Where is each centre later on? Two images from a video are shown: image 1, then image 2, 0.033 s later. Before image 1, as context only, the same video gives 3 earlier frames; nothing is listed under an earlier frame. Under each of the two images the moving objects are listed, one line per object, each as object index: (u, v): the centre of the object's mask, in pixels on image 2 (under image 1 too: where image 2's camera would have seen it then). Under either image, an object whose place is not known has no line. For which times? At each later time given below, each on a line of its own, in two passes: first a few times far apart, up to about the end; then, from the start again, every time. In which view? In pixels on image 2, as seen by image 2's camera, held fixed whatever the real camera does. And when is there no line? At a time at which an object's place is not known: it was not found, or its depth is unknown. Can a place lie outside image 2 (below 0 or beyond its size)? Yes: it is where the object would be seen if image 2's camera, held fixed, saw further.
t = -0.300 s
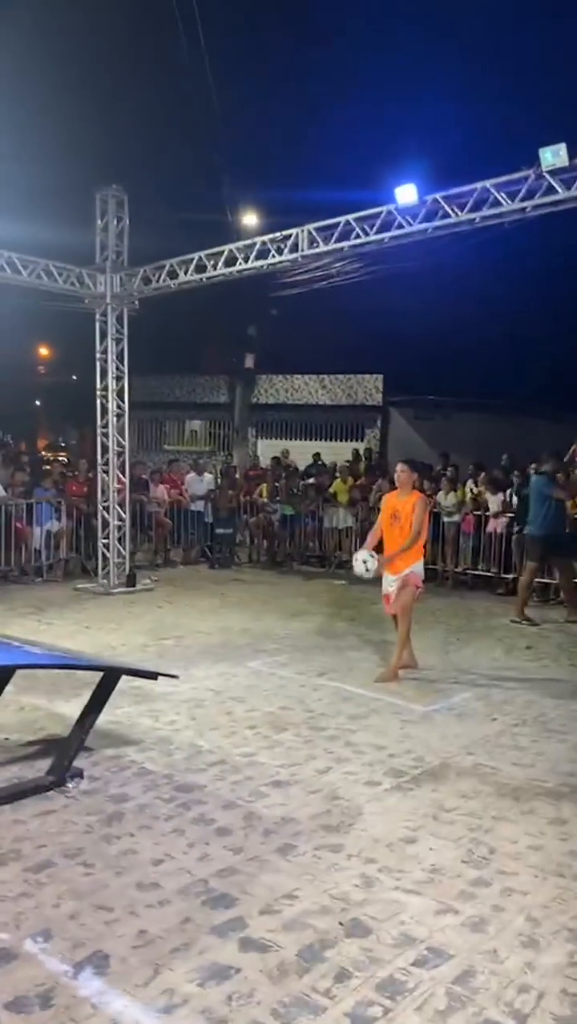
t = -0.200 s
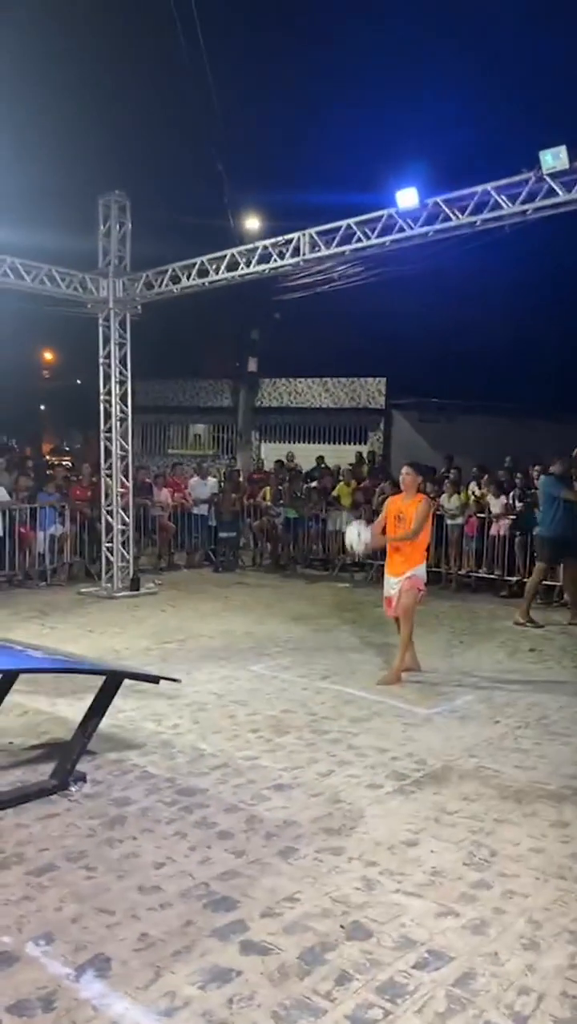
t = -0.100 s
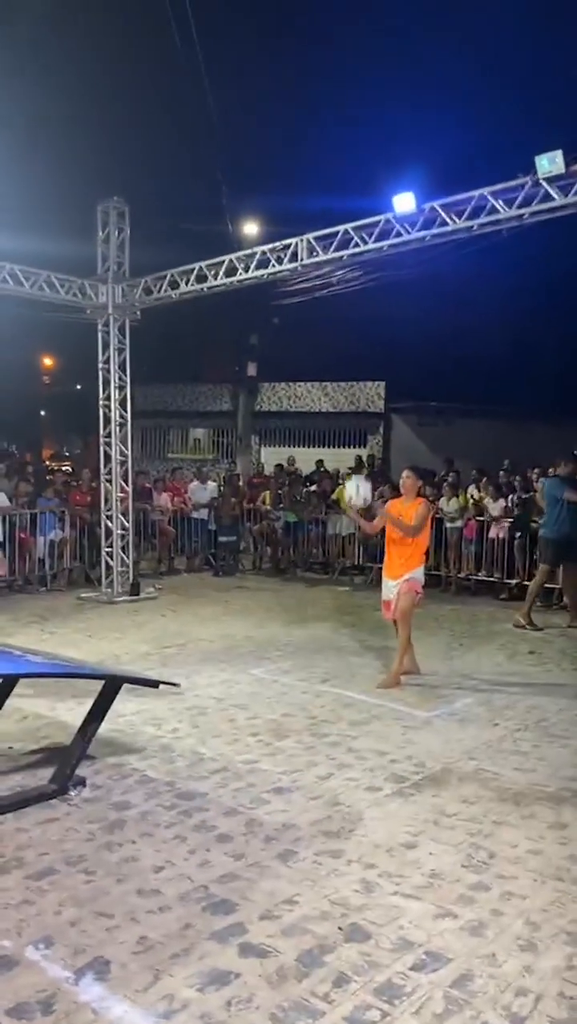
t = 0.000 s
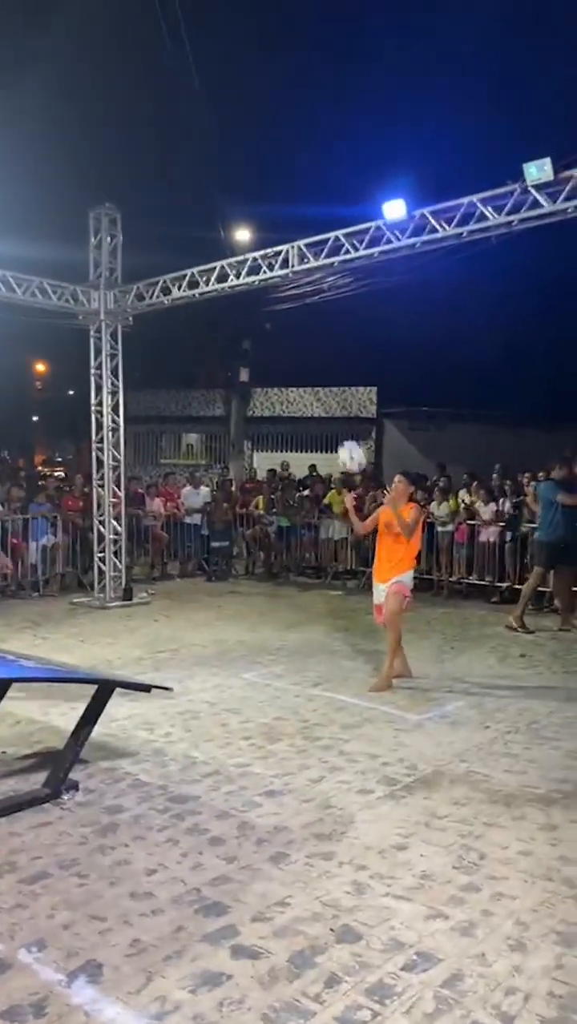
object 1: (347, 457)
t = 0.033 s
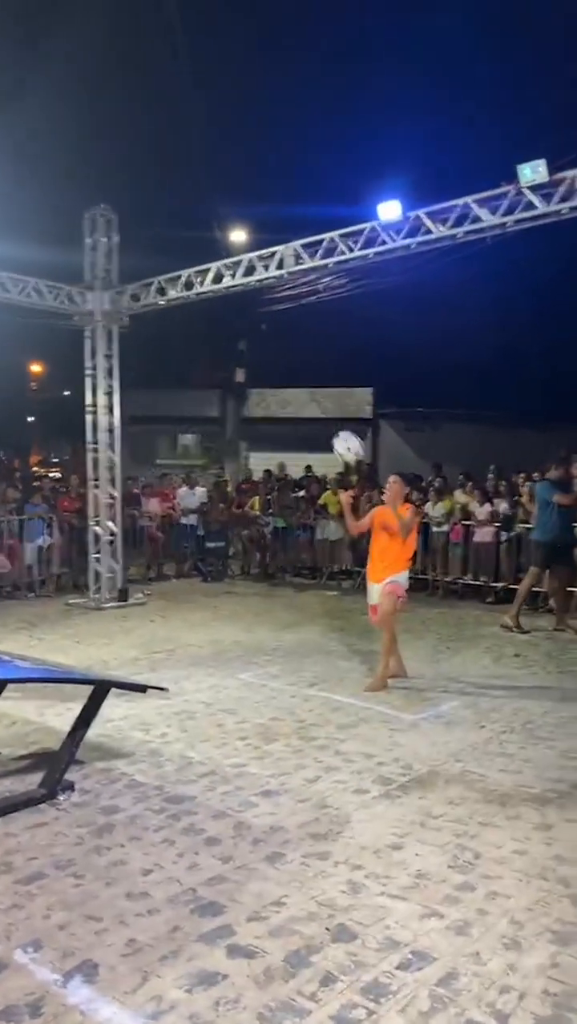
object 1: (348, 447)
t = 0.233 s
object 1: (351, 415)
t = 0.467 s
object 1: (356, 442)
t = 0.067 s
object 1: (348, 437)
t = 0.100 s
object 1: (349, 430)
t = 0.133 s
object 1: (350, 424)
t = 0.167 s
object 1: (350, 420)
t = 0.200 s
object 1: (351, 417)
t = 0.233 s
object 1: (351, 415)
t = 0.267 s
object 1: (352, 415)
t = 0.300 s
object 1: (353, 416)
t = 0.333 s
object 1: (354, 418)
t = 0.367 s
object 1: (354, 422)
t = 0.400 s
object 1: (355, 427)
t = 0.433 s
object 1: (355, 434)
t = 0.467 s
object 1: (356, 442)
